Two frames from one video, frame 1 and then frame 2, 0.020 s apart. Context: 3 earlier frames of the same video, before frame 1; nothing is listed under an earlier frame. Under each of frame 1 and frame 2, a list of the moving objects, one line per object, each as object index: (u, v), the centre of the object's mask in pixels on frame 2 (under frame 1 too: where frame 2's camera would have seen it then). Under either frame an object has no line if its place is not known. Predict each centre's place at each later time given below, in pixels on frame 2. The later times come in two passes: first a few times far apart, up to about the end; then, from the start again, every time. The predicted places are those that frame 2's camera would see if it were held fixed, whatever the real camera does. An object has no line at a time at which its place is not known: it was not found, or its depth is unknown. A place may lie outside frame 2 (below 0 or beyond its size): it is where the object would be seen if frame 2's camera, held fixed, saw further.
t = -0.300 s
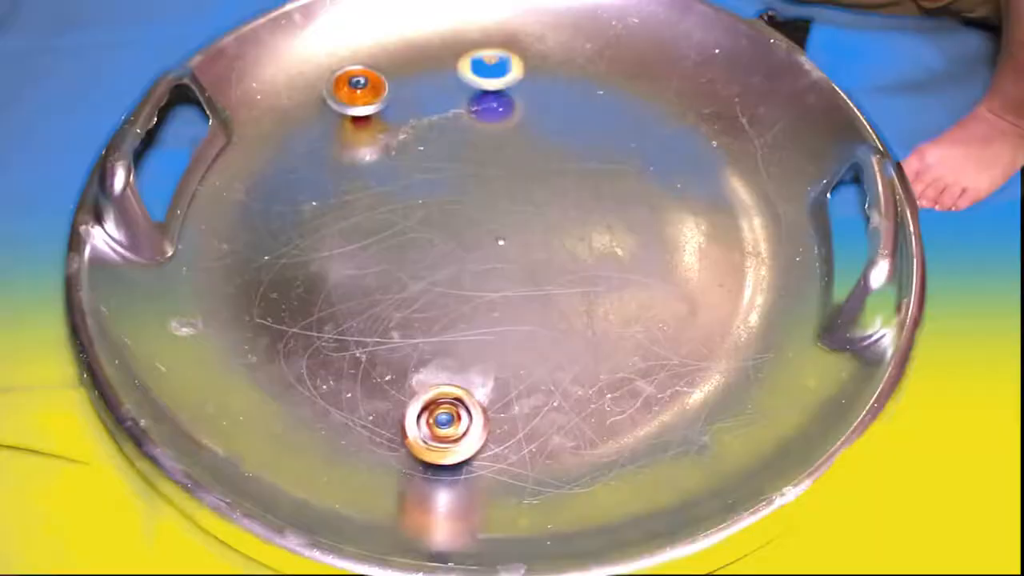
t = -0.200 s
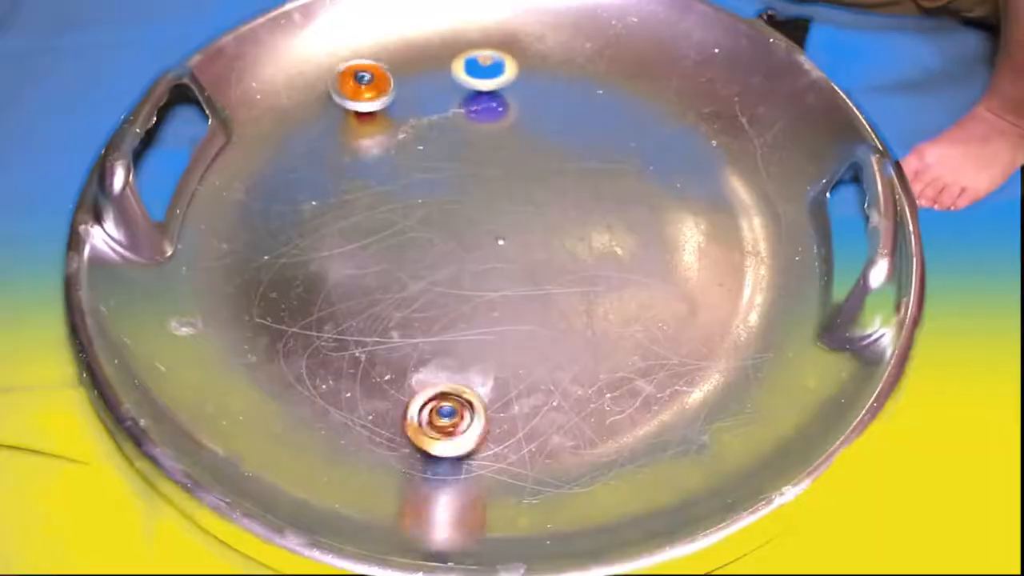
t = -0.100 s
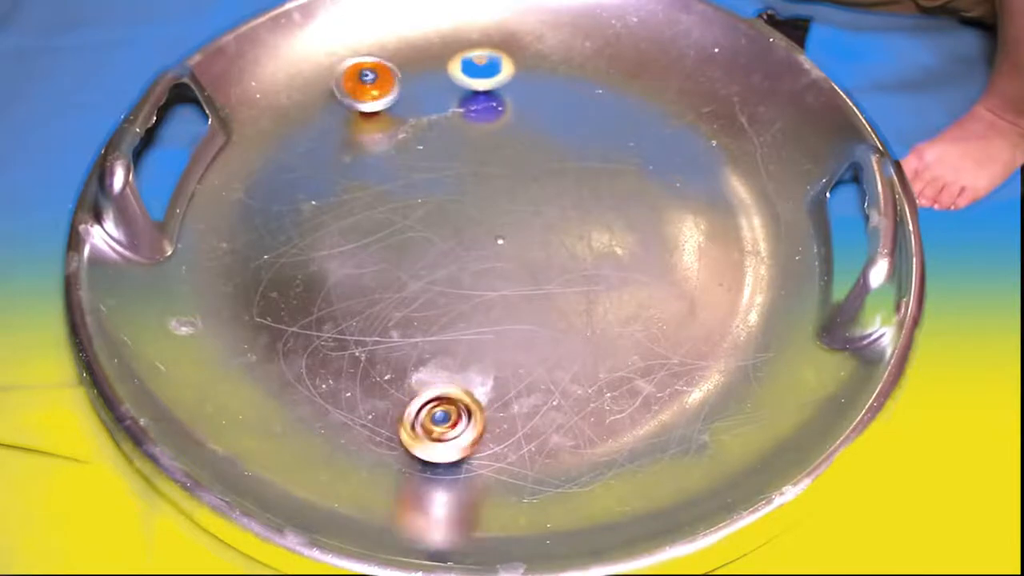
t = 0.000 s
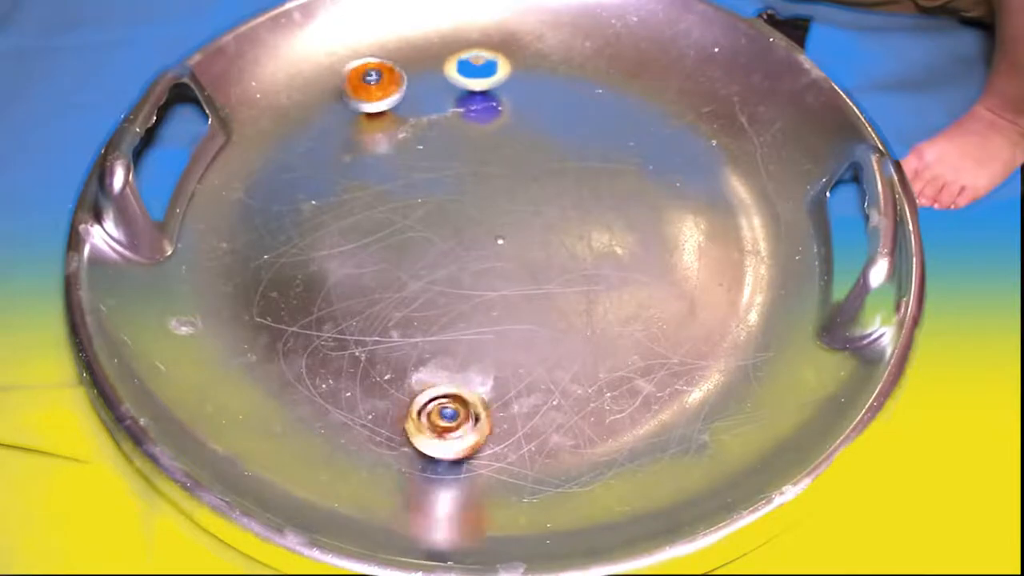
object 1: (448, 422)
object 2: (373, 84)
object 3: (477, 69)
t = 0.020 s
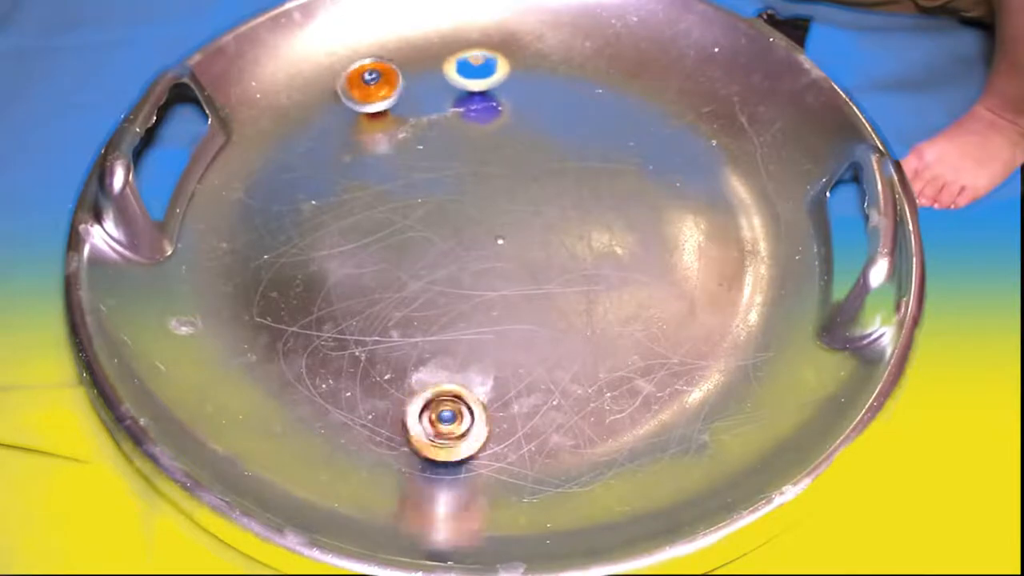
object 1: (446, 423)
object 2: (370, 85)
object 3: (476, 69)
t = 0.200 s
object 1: (446, 423)
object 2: (385, 89)
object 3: (470, 67)
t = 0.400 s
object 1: (445, 424)
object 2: (399, 94)
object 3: (462, 65)
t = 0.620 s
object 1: (439, 418)
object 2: (405, 99)
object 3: (463, 56)
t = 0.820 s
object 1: (424, 414)
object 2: (399, 102)
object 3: (464, 52)
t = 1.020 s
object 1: (417, 411)
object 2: (386, 96)
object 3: (470, 62)
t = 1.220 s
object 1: (414, 401)
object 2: (380, 87)
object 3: (478, 73)
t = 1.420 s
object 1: (411, 399)
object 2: (377, 76)
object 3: (477, 85)
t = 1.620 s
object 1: (409, 399)
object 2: (379, 79)
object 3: (463, 94)
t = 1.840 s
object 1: (407, 398)
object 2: (386, 82)
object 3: (441, 110)
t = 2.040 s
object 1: (394, 400)
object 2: (383, 74)
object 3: (422, 131)
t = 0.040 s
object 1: (444, 423)
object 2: (372, 84)
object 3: (476, 69)
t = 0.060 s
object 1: (443, 423)
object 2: (373, 84)
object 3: (476, 68)
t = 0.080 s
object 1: (441, 423)
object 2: (376, 84)
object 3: (475, 68)
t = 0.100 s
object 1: (440, 423)
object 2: (379, 86)
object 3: (475, 67)
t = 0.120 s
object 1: (443, 420)
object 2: (379, 86)
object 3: (474, 68)
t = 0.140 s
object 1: (443, 421)
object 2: (380, 86)
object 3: (473, 67)
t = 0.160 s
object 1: (446, 420)
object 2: (381, 87)
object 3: (472, 67)
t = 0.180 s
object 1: (446, 420)
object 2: (384, 87)
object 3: (471, 67)
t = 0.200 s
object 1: (446, 423)
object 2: (385, 89)
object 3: (470, 67)
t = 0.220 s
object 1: (445, 423)
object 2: (387, 89)
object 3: (470, 67)
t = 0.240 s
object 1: (442, 423)
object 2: (391, 90)
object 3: (470, 67)
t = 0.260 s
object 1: (443, 423)
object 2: (391, 91)
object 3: (470, 68)
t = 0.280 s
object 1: (441, 421)
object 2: (394, 91)
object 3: (468, 67)
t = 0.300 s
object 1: (440, 421)
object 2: (393, 92)
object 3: (468, 67)
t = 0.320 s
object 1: (444, 419)
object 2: (396, 92)
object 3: (467, 66)
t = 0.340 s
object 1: (444, 420)
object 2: (399, 93)
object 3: (467, 66)
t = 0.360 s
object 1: (446, 421)
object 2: (400, 93)
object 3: (465, 66)
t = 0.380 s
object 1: (446, 421)
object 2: (401, 95)
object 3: (464, 65)
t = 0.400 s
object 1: (445, 424)
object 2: (399, 94)
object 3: (462, 65)
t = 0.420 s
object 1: (443, 422)
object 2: (402, 93)
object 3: (461, 65)
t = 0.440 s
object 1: (440, 421)
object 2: (403, 95)
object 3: (459, 64)
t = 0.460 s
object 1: (442, 420)
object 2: (405, 95)
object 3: (458, 64)
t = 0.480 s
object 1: (441, 419)
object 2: (406, 97)
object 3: (456, 64)
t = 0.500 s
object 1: (441, 420)
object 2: (404, 96)
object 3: (454, 63)
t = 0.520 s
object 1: (442, 420)
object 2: (406, 96)
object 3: (454, 63)
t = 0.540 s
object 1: (438, 421)
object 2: (407, 96)
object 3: (453, 63)
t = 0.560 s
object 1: (437, 420)
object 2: (407, 96)
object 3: (455, 61)
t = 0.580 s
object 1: (435, 418)
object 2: (404, 99)
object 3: (460, 58)
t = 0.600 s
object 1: (438, 418)
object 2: (403, 98)
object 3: (462, 57)
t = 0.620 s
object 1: (439, 418)
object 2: (405, 99)
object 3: (463, 56)
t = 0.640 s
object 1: (436, 419)
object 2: (404, 99)
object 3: (464, 56)
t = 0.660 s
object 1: (435, 419)
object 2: (405, 100)
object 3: (463, 55)
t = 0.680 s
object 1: (430, 418)
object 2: (402, 101)
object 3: (463, 53)
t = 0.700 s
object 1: (431, 416)
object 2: (401, 101)
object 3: (464, 53)
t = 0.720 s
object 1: (431, 413)
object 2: (401, 102)
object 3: (464, 52)
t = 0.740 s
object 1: (435, 414)
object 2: (400, 101)
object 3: (464, 52)
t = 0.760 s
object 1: (434, 416)
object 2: (402, 101)
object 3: (464, 51)
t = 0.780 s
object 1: (429, 418)
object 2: (399, 101)
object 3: (464, 52)
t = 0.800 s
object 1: (426, 416)
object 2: (399, 101)
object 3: (464, 52)
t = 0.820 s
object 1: (424, 414)
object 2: (399, 102)
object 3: (464, 52)
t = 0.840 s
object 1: (425, 414)
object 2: (396, 100)
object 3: (464, 52)
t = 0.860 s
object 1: (423, 414)
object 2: (396, 100)
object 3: (464, 53)
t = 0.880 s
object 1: (422, 416)
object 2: (393, 100)
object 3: (464, 54)
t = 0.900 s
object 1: (420, 414)
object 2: (391, 99)
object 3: (465, 55)
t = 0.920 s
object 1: (417, 414)
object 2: (392, 99)
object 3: (466, 57)
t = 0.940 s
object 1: (420, 412)
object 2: (389, 98)
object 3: (467, 58)
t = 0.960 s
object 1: (419, 412)
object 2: (388, 97)
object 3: (467, 58)
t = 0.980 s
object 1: (420, 413)
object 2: (384, 97)
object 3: (468, 59)
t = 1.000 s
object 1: (417, 411)
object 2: (384, 96)
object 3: (469, 61)
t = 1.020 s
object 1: (417, 411)
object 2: (386, 96)
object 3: (470, 62)
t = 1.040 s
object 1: (414, 410)
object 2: (384, 95)
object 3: (471, 63)
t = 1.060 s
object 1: (415, 409)
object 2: (385, 95)
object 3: (472, 64)
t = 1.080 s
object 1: (417, 406)
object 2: (382, 94)
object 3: (473, 65)
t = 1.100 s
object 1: (417, 409)
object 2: (380, 93)
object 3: (474, 66)
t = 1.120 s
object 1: (418, 409)
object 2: (381, 92)
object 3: (475, 68)
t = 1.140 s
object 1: (414, 408)
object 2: (381, 90)
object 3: (476, 68)
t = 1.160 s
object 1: (414, 404)
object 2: (381, 89)
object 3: (476, 69)
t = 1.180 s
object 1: (412, 402)
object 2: (379, 89)
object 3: (477, 70)
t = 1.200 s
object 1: (415, 401)
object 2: (379, 87)
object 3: (477, 72)
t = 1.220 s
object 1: (414, 401)
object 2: (380, 87)
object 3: (478, 73)
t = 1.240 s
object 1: (414, 402)
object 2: (378, 86)
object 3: (478, 74)
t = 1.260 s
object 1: (411, 401)
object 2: (379, 84)
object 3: (478, 76)
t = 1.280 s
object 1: (410, 399)
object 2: (377, 83)
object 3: (478, 77)
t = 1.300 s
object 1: (411, 397)
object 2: (377, 80)
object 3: (478, 78)
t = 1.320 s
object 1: (411, 398)
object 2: (380, 80)
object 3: (478, 80)
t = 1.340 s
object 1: (413, 397)
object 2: (378, 79)
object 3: (478, 81)
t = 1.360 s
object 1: (411, 398)
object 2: (378, 79)
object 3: (478, 82)
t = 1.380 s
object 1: (414, 399)
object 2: (378, 79)
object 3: (478, 83)
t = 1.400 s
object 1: (412, 400)
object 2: (376, 78)
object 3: (477, 84)
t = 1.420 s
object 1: (411, 399)
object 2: (377, 76)
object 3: (477, 85)
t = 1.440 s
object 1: (410, 397)
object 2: (377, 75)
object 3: (476, 86)
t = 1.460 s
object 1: (411, 398)
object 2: (378, 76)
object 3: (475, 87)
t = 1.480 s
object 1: (410, 396)
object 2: (378, 77)
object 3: (474, 89)
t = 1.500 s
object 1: (410, 395)
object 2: (376, 78)
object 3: (472, 90)
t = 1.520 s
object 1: (413, 394)
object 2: (376, 77)
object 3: (471, 91)
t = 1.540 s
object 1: (414, 397)
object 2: (375, 77)
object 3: (469, 91)
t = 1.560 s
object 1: (414, 397)
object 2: (376, 77)
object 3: (468, 92)
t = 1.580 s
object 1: (411, 399)
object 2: (378, 77)
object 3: (467, 93)
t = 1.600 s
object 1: (412, 399)
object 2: (378, 79)
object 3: (465, 94)
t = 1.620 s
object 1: (409, 399)
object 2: (379, 79)
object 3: (463, 94)
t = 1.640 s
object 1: (409, 397)
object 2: (380, 79)
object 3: (462, 95)
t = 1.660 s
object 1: (409, 395)
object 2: (380, 80)
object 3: (460, 95)
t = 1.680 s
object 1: (412, 396)
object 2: (383, 80)
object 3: (458, 96)
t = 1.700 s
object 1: (412, 395)
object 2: (383, 82)
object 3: (456, 96)
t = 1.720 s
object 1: (414, 397)
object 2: (385, 82)
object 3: (454, 96)
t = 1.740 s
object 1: (414, 397)
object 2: (387, 83)
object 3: (452, 96)
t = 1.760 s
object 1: (412, 401)
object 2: (388, 84)
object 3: (450, 97)
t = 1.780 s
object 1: (410, 400)
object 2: (388, 83)
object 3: (448, 100)
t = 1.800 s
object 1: (407, 399)
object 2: (388, 84)
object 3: (446, 103)
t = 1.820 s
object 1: (409, 397)
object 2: (386, 83)
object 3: (443, 107)
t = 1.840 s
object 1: (407, 398)
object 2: (386, 82)
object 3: (441, 110)
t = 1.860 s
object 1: (408, 398)
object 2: (386, 81)
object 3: (440, 115)
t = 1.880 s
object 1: (405, 400)
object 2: (387, 81)
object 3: (438, 118)
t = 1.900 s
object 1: (405, 401)
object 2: (387, 80)
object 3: (435, 116)
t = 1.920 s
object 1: (401, 401)
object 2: (384, 80)
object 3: (432, 116)
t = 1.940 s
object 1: (400, 400)
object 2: (383, 79)
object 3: (431, 117)
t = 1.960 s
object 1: (400, 397)
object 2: (385, 77)
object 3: (428, 115)
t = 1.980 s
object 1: (403, 398)
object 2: (383, 76)
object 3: (427, 115)
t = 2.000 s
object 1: (401, 399)
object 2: (383, 76)
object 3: (425, 115)
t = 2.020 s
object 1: (398, 402)
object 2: (384, 75)
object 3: (425, 122)
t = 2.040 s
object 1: (394, 400)
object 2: (383, 74)
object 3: (422, 131)
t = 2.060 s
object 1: (392, 400)
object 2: (385, 72)
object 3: (421, 142)
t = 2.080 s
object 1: (392, 399)
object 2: (385, 72)
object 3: (419, 151)
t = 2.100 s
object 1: (389, 401)
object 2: (385, 73)
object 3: (415, 163)
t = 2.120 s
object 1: (386, 401)
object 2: (387, 73)
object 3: (413, 180)
